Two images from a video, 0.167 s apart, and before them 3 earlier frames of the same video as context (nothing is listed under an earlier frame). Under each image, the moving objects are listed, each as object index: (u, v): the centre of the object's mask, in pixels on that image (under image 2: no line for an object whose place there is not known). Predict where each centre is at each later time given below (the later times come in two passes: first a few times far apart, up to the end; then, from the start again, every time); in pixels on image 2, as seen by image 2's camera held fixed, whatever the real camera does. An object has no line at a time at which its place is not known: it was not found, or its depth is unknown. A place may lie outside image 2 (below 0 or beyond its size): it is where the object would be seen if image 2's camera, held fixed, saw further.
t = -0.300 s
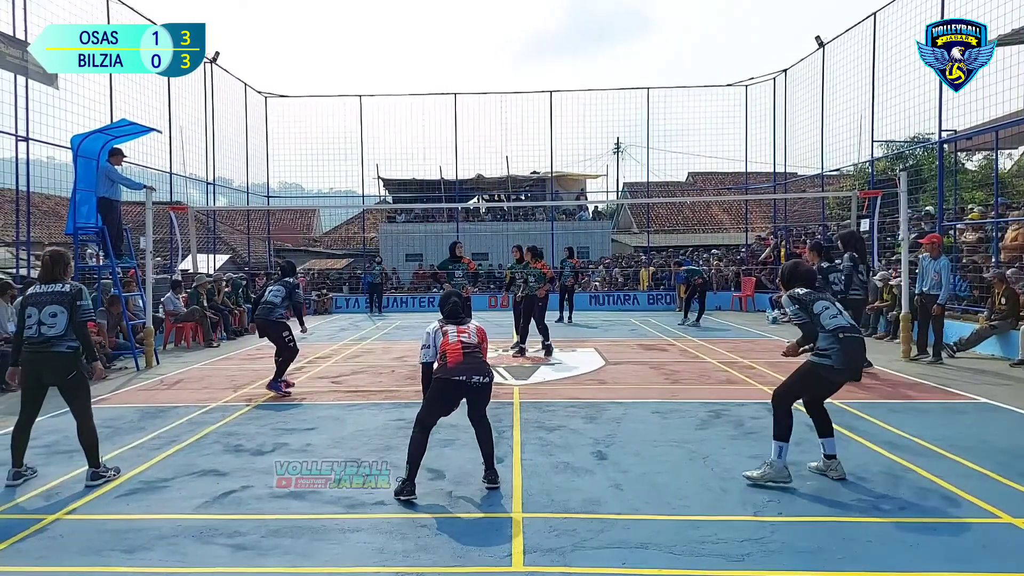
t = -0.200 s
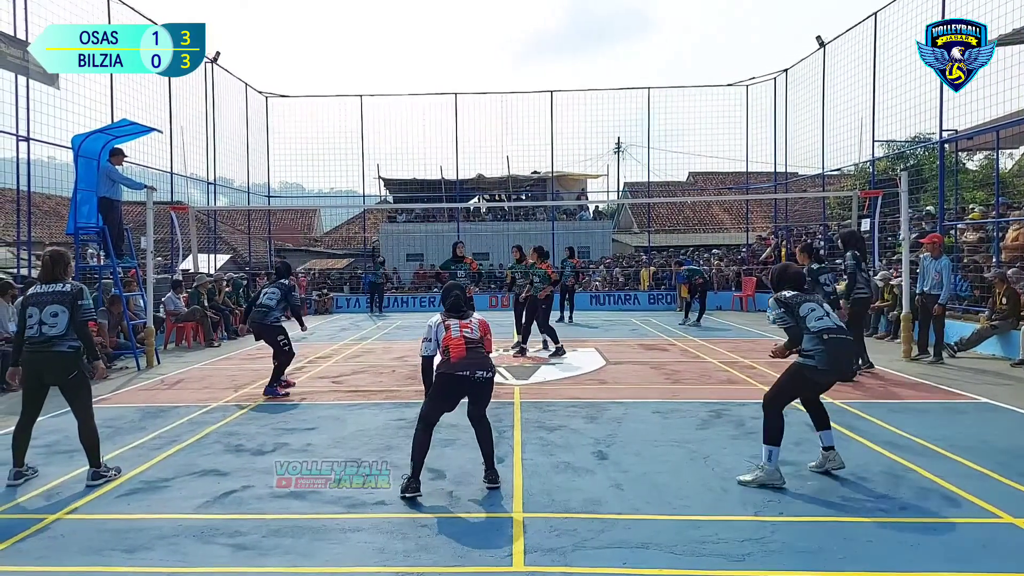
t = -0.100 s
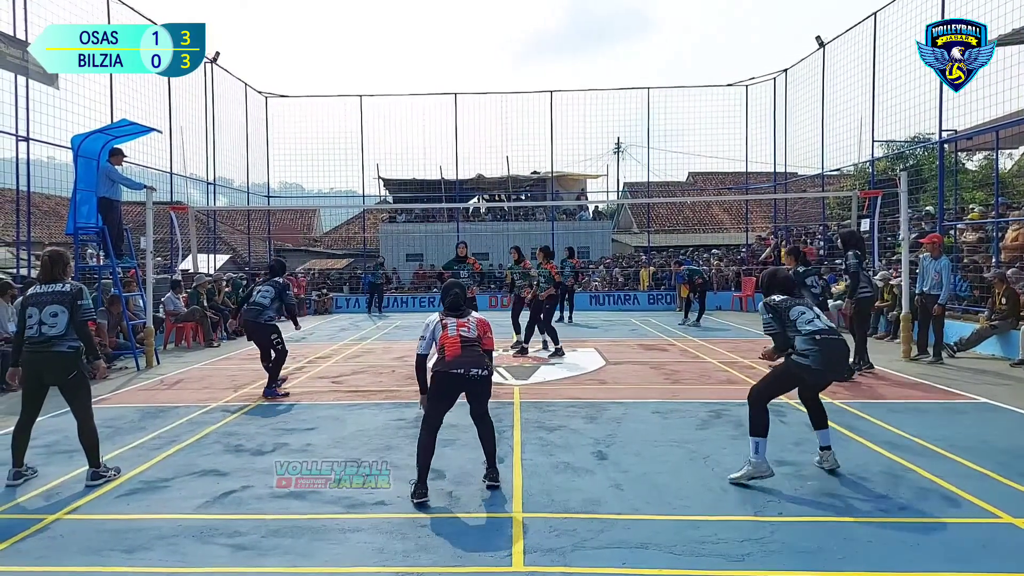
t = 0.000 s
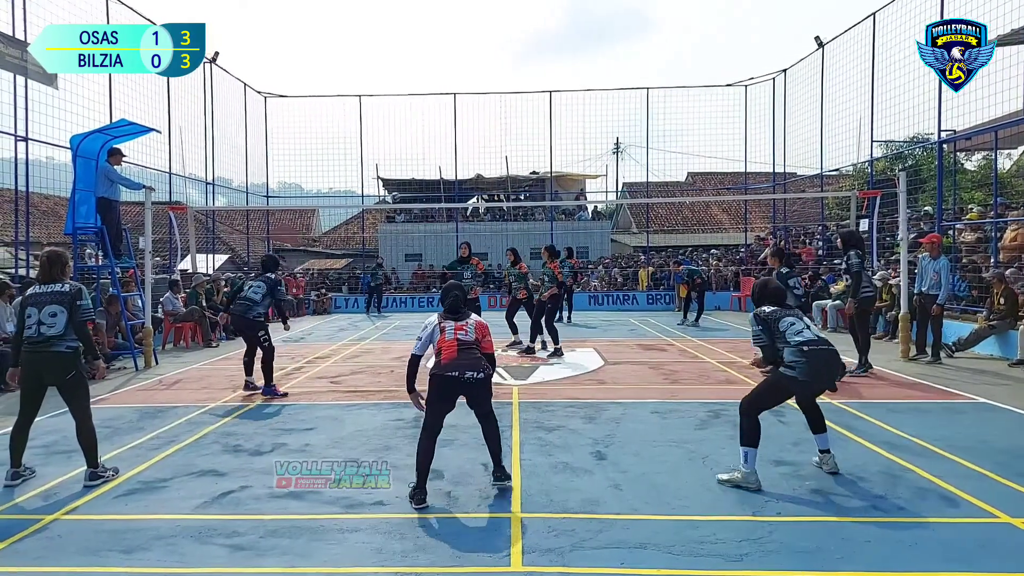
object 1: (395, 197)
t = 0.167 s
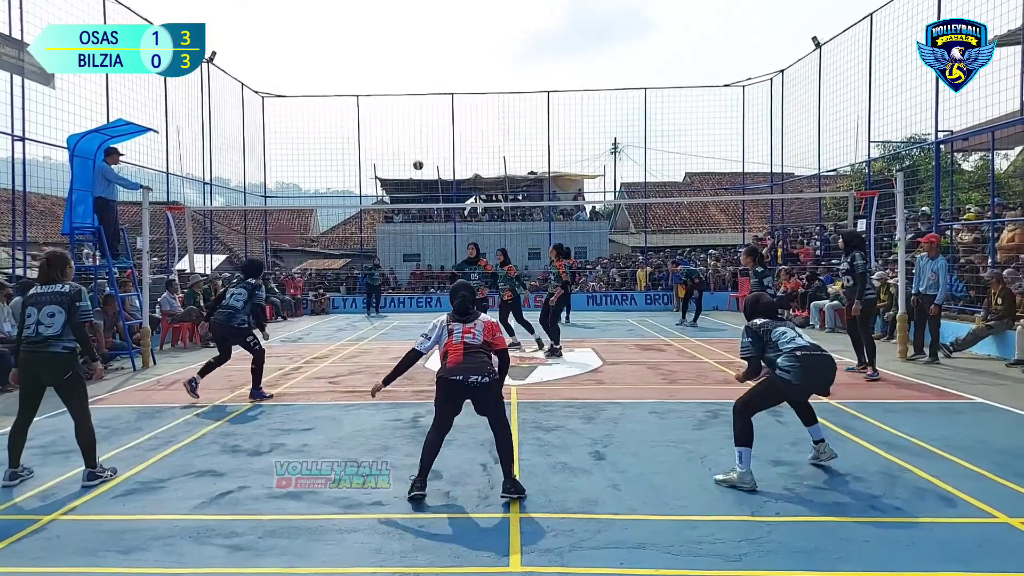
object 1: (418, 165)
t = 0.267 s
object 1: (436, 148)
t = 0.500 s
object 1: (494, 123)
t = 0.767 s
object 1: (605, 139)
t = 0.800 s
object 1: (624, 147)
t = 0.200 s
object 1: (424, 159)
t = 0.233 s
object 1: (430, 154)
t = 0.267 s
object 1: (436, 148)
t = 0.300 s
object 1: (443, 143)
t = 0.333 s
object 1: (450, 139)
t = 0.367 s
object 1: (458, 134)
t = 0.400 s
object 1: (466, 131)
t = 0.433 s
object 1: (474, 128)
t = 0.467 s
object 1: (484, 125)
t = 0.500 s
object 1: (494, 123)
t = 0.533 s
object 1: (504, 122)
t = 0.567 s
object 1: (516, 122)
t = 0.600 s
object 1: (528, 122)
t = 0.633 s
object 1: (541, 123)
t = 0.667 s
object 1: (555, 125)
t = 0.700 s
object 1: (570, 128)
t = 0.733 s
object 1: (587, 133)
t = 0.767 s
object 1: (605, 139)
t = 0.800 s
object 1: (624, 147)
